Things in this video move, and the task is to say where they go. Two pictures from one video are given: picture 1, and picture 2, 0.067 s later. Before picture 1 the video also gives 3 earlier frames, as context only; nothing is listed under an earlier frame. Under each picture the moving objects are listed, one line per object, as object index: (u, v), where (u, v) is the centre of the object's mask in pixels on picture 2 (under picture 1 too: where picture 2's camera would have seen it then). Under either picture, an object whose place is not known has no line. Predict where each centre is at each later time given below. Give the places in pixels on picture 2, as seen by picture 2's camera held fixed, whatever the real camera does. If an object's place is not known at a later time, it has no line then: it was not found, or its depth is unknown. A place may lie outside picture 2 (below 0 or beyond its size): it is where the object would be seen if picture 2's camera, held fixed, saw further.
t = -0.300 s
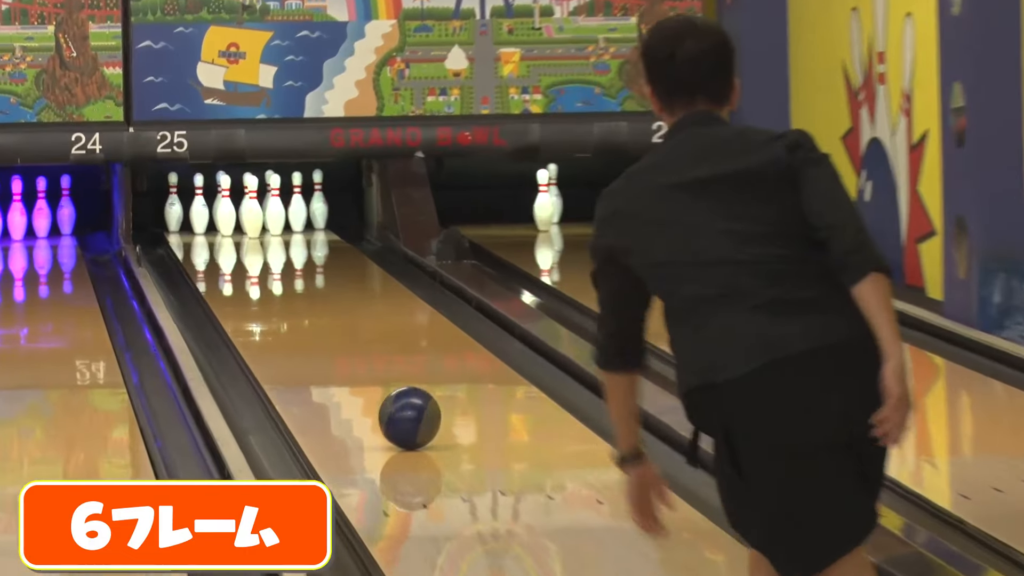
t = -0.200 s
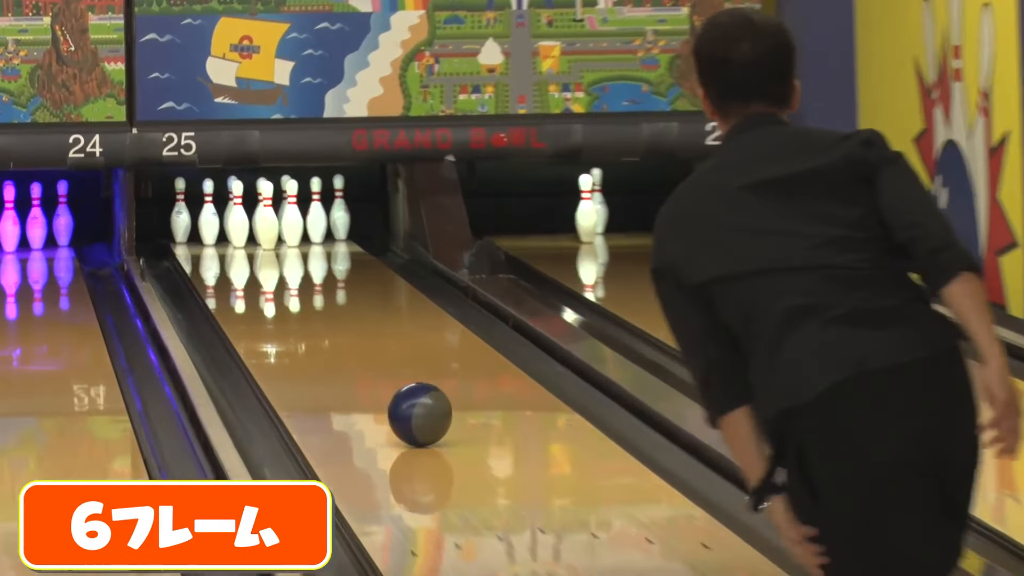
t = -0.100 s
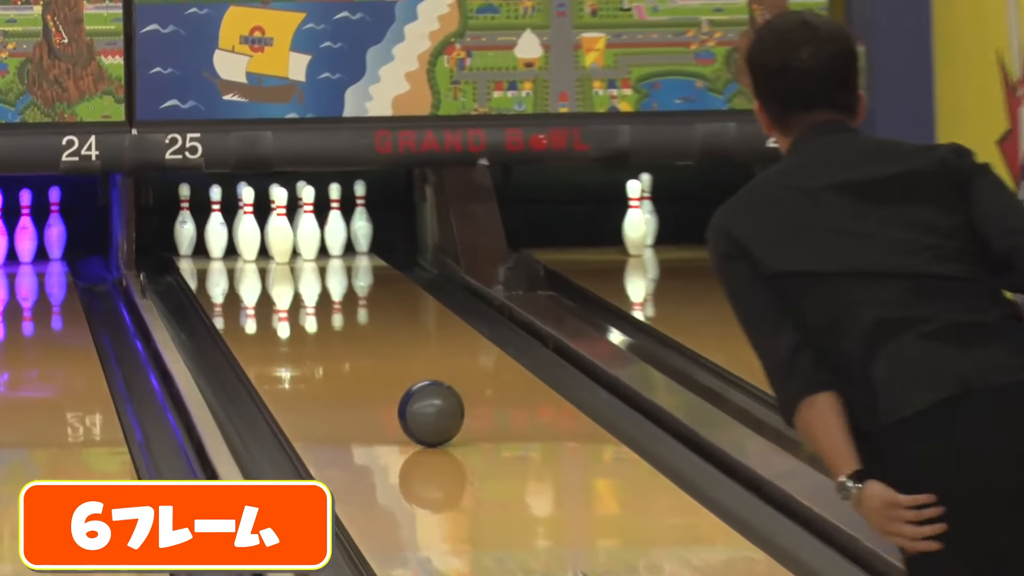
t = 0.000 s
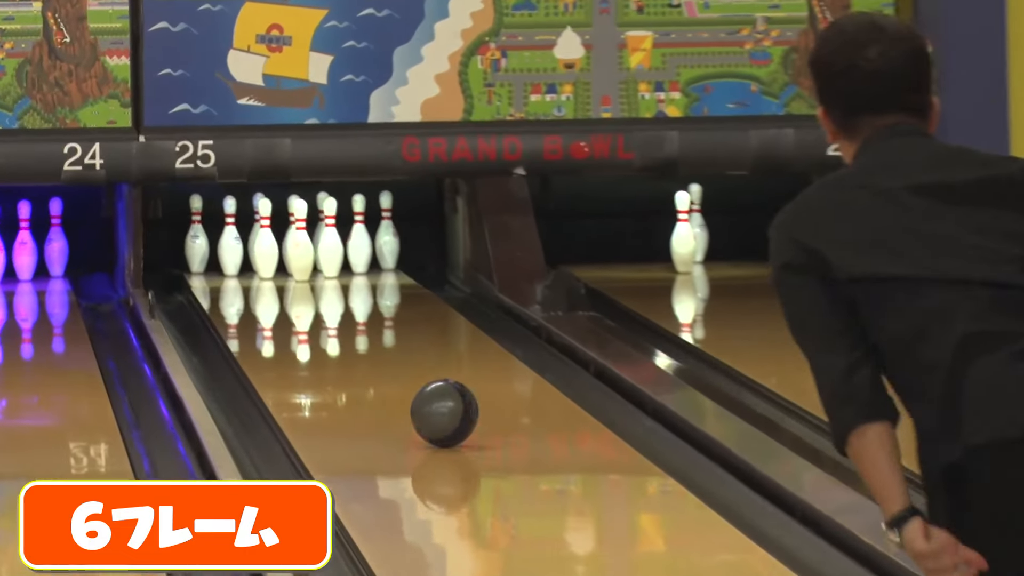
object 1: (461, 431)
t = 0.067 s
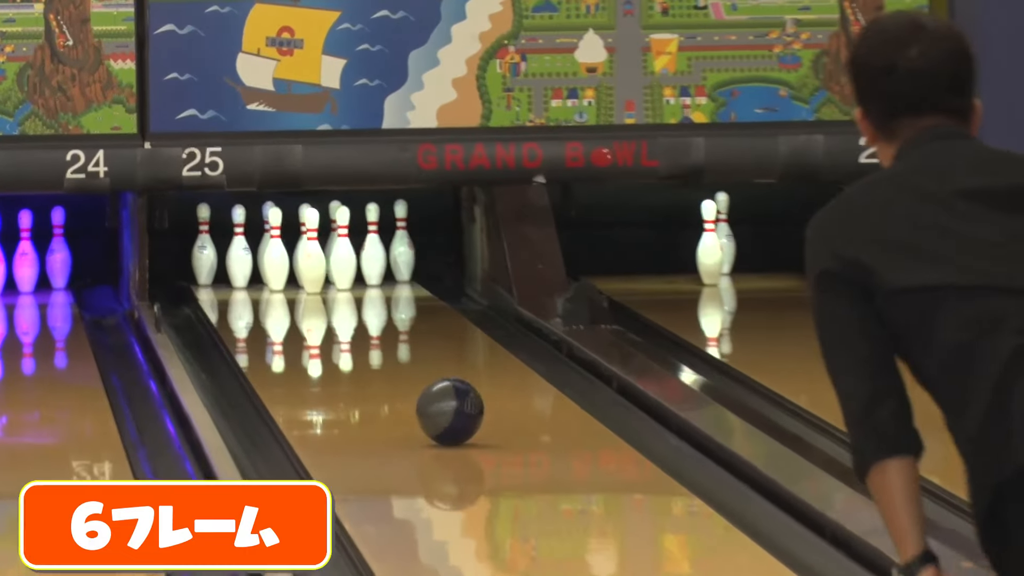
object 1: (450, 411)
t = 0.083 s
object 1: (448, 406)
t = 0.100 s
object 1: (445, 402)
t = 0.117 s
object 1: (442, 398)
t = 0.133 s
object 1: (440, 394)
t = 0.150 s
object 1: (437, 389)
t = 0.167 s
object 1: (435, 386)
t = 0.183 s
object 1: (433, 381)
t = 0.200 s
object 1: (430, 378)
